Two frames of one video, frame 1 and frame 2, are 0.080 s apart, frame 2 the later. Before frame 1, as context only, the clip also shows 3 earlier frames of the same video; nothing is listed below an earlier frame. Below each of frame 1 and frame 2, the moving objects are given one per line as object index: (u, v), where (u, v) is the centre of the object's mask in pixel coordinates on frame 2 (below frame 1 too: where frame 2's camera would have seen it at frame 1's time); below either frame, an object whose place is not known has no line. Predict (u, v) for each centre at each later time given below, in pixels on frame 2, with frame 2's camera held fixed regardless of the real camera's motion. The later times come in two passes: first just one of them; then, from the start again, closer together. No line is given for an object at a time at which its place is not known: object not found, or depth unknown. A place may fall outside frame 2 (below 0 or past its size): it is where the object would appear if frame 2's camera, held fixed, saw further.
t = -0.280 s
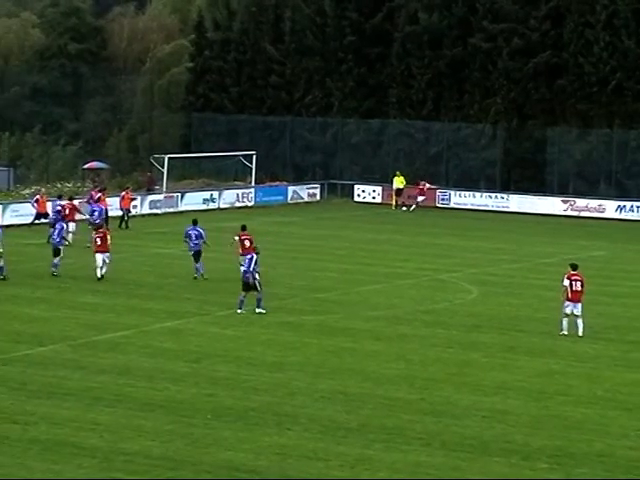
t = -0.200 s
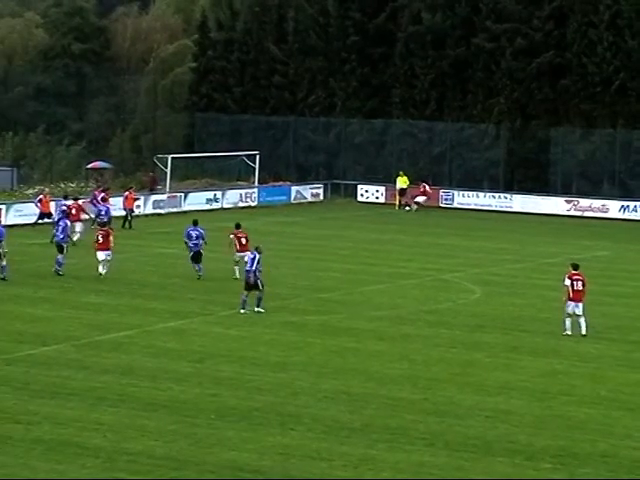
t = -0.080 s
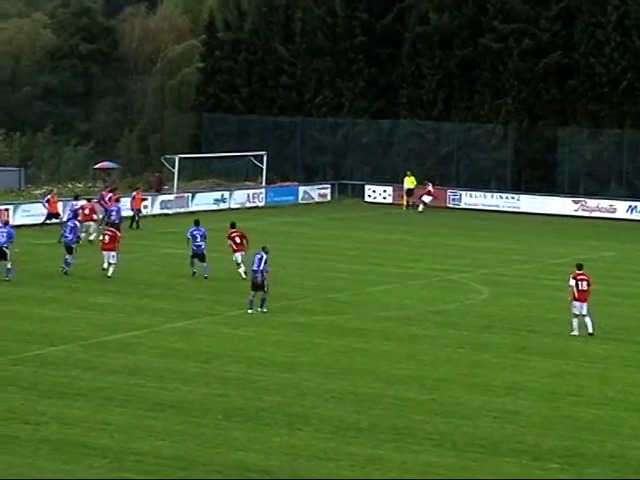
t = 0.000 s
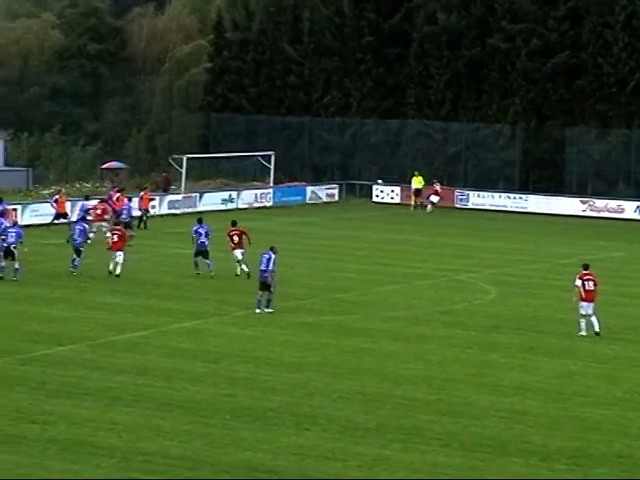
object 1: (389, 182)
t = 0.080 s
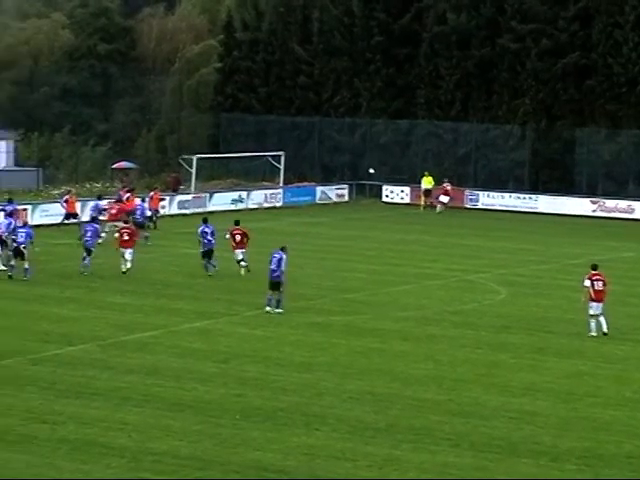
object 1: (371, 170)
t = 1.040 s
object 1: (162, 101)
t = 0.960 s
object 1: (179, 102)
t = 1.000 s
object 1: (170, 101)
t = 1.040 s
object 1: (162, 101)
